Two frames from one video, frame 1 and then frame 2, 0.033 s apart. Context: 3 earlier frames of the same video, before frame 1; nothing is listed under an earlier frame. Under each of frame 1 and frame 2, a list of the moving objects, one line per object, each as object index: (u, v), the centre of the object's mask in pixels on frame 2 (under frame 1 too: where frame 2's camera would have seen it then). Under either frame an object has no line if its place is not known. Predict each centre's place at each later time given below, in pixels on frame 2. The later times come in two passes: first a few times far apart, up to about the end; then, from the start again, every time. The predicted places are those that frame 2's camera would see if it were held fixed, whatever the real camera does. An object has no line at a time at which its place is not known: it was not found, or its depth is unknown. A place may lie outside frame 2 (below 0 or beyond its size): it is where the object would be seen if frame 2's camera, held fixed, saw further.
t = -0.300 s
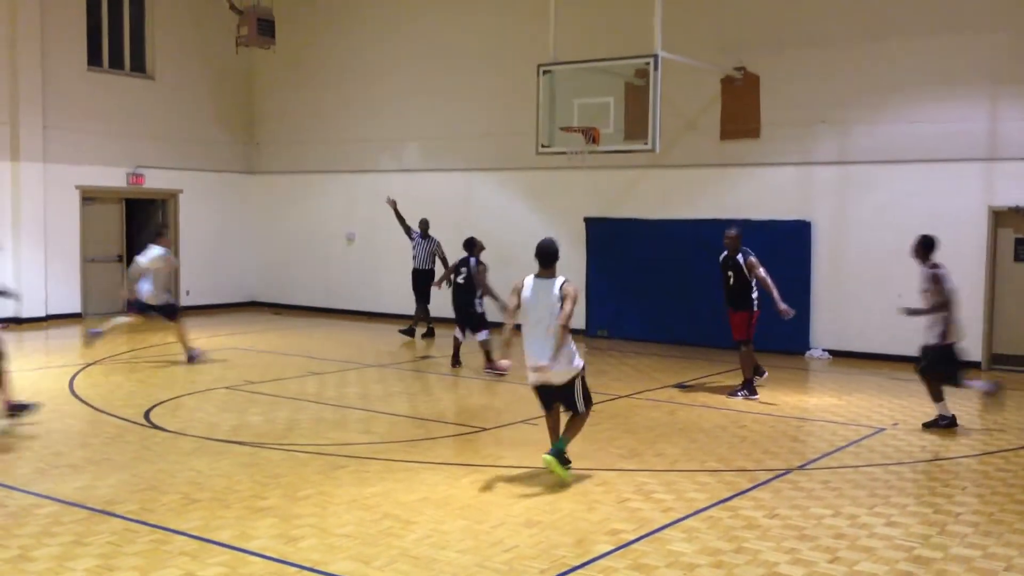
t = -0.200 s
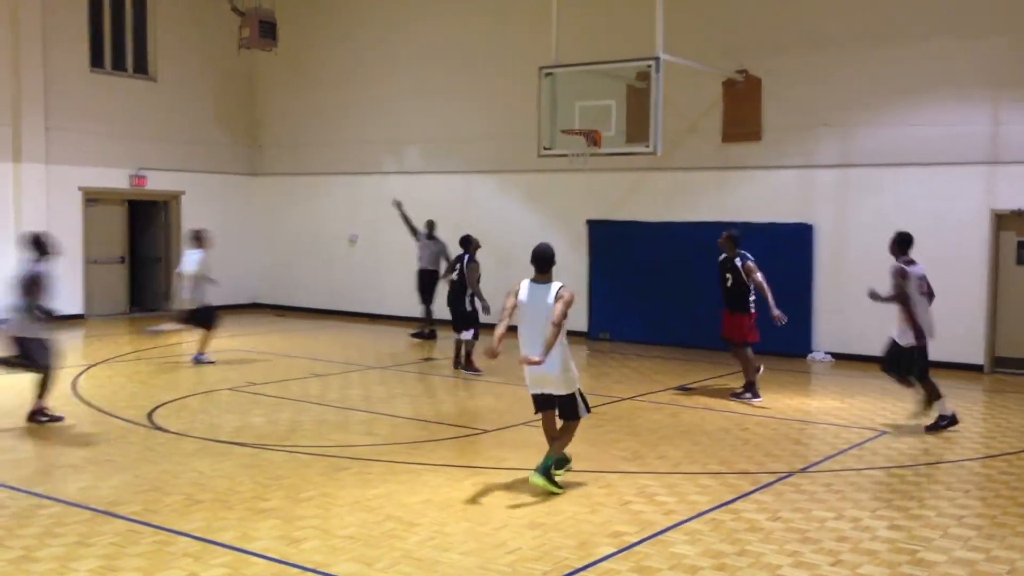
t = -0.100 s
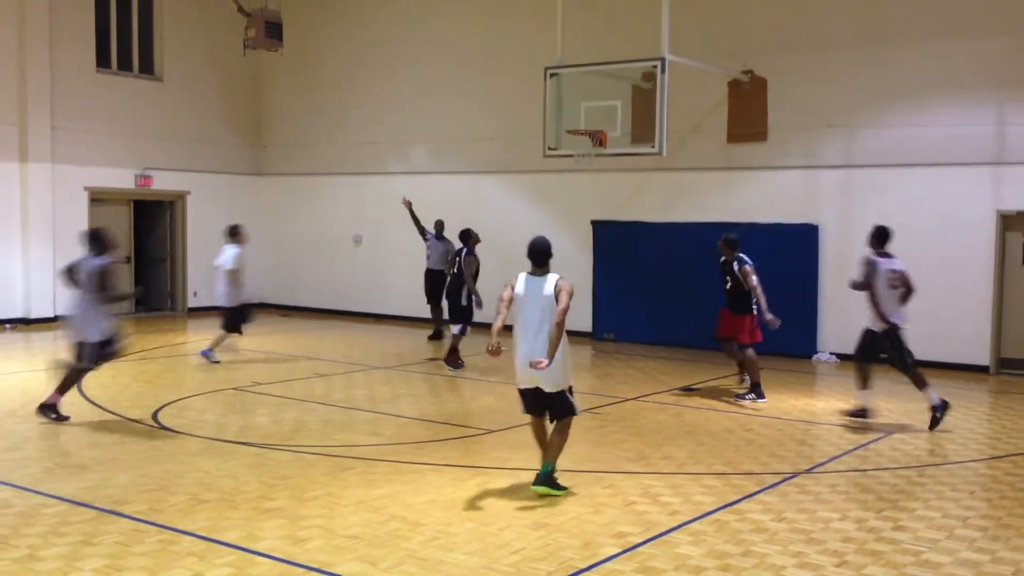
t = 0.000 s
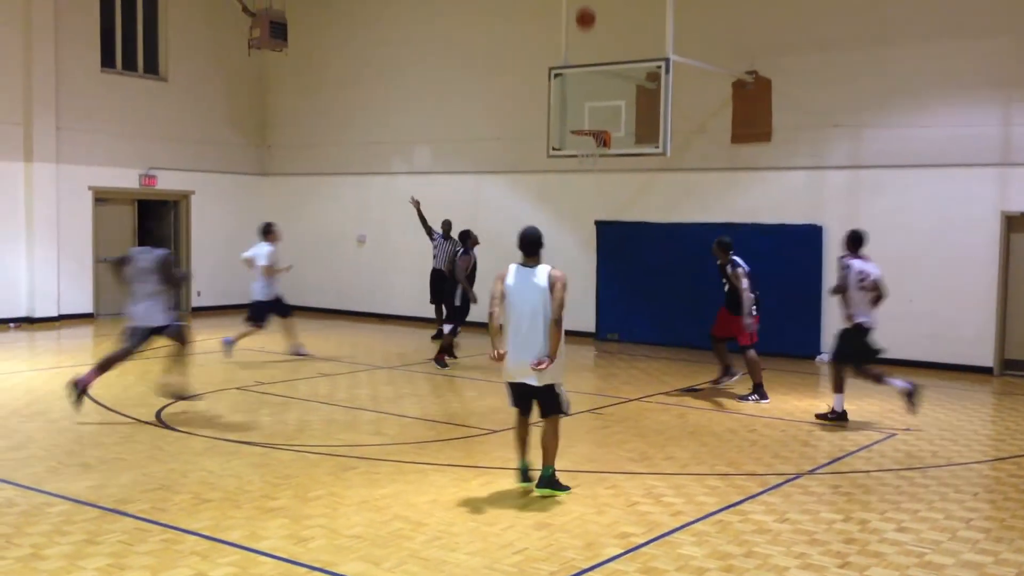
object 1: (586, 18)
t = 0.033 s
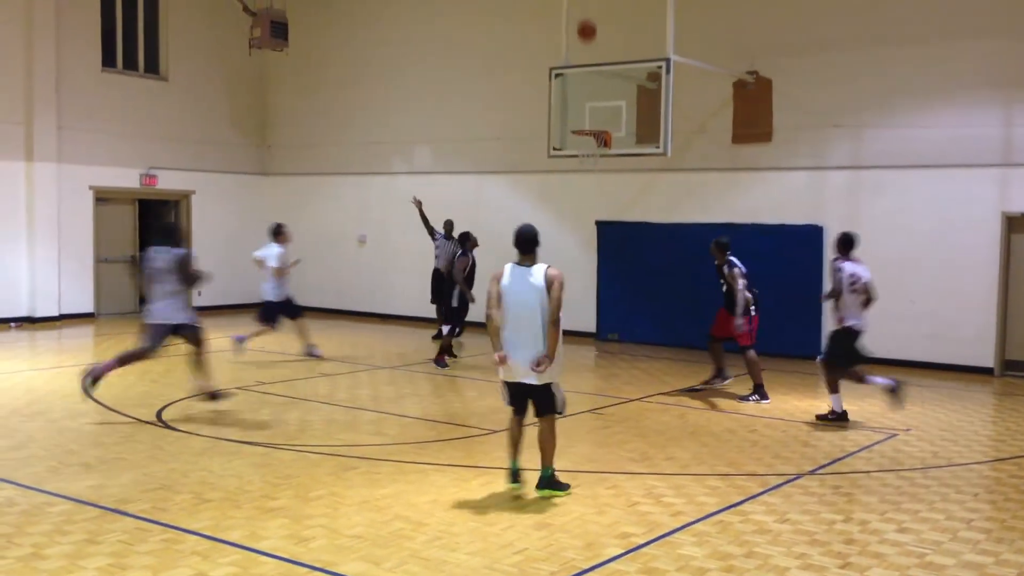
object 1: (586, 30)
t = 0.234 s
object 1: (589, 115)
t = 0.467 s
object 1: (583, 164)
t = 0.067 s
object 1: (587, 42)
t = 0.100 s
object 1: (588, 55)
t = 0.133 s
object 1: (588, 70)
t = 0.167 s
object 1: (588, 85)
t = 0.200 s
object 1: (589, 99)
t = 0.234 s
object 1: (589, 115)
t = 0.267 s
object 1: (589, 130)
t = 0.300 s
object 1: (589, 144)
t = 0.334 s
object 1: (588, 147)
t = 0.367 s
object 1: (587, 151)
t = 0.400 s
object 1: (586, 154)
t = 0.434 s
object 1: (584, 158)
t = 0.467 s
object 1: (583, 164)
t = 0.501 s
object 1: (581, 169)
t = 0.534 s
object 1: (580, 176)
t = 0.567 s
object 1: (578, 184)
